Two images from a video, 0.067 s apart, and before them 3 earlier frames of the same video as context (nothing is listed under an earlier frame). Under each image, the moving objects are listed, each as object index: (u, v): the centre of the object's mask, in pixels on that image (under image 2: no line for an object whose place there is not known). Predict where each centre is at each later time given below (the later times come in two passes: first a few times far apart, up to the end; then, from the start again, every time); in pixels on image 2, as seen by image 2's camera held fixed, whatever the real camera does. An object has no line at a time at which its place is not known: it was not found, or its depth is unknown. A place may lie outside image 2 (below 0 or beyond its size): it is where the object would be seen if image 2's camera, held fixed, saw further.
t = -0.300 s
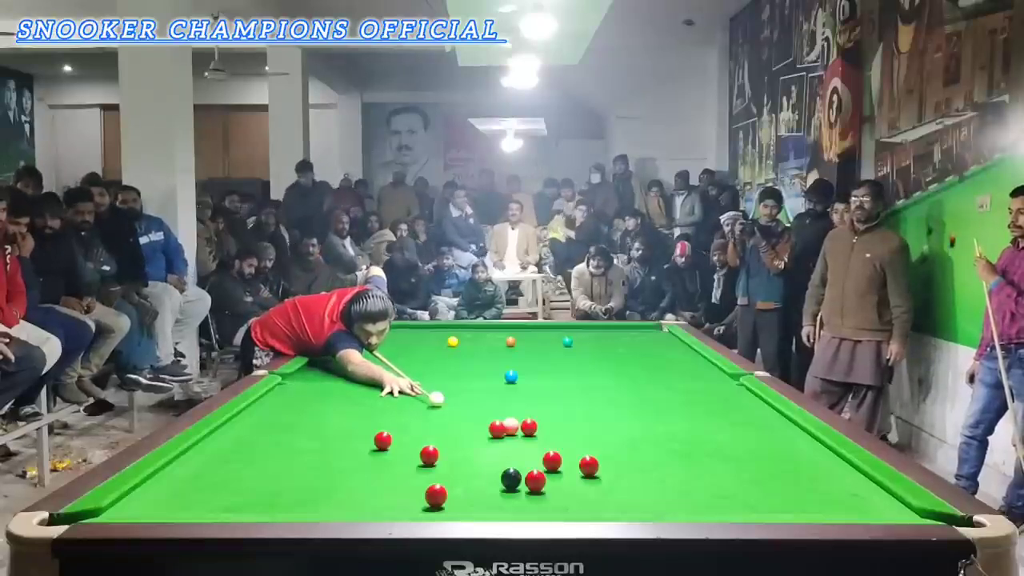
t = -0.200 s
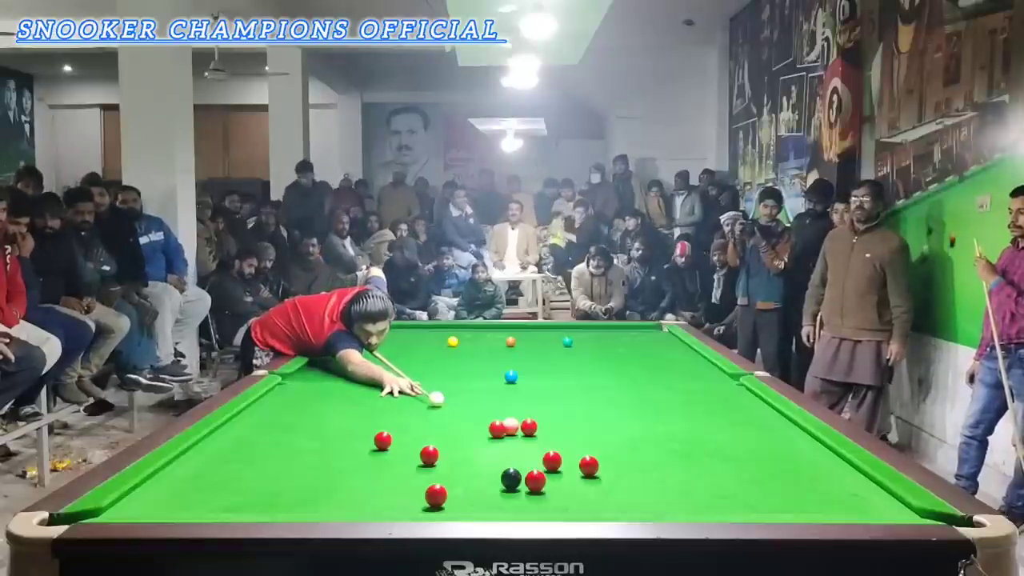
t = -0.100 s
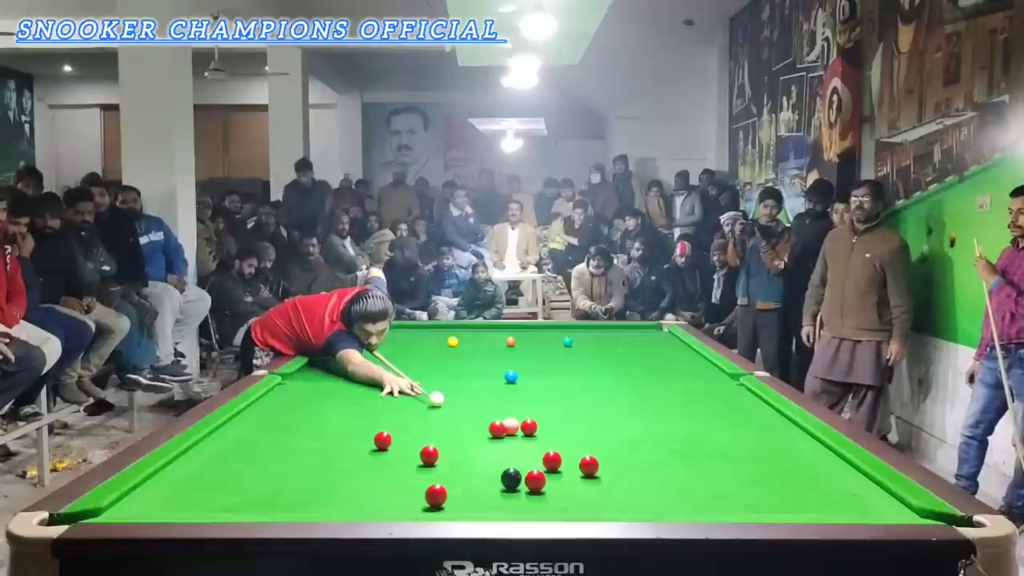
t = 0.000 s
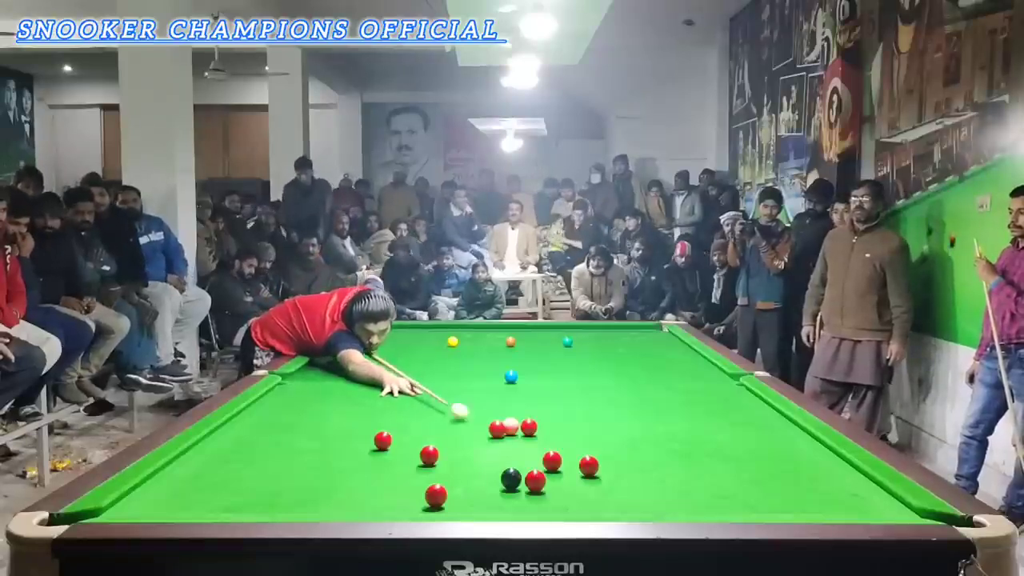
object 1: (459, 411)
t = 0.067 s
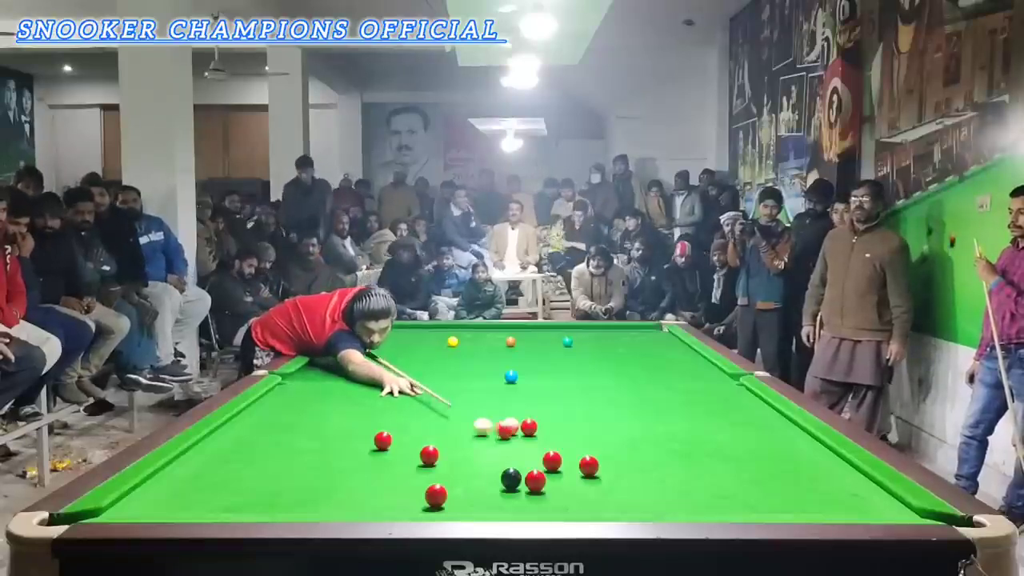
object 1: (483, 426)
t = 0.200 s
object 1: (447, 437)
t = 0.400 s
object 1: (397, 452)
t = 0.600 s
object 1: (339, 469)
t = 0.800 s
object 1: (274, 488)
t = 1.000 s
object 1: (202, 505)
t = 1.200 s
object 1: (152, 503)
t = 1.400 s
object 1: (149, 492)
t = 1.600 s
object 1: (195, 480)
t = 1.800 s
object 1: (235, 469)
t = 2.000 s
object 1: (271, 459)
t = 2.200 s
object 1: (303, 451)
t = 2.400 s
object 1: (330, 443)
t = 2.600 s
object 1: (355, 437)
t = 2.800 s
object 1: (376, 429)
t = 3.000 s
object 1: (397, 425)
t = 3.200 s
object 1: (415, 421)
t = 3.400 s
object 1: (431, 416)
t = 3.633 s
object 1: (446, 412)
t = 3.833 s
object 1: (459, 409)
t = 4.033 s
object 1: (471, 406)
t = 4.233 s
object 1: (481, 403)
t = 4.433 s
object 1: (490, 401)
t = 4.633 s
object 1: (498, 398)
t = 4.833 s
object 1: (506, 397)
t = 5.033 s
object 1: (512, 395)
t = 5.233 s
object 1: (518, 394)
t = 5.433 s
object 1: (523, 392)
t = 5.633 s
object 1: (527, 392)
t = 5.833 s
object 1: (530, 391)
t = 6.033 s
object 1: (532, 390)
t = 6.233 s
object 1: (534, 389)
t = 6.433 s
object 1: (535, 389)
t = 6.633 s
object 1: (536, 389)
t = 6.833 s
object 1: (536, 389)
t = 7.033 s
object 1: (536, 389)
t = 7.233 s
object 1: (536, 389)
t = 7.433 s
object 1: (536, 389)
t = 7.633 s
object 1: (536, 389)
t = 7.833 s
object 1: (536, 389)
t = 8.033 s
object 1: (536, 389)
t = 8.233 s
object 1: (536, 389)
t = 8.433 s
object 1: (536, 389)
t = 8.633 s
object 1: (536, 389)
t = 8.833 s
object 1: (536, 389)
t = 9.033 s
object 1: (536, 389)
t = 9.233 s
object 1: (536, 389)
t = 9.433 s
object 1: (536, 389)
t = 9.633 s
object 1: (536, 389)
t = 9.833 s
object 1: (536, 389)
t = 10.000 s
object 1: (536, 389)
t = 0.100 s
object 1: (472, 429)
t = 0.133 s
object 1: (463, 432)
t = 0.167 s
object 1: (455, 434)
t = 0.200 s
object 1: (447, 437)
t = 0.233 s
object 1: (439, 439)
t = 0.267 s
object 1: (431, 439)
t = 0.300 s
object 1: (422, 442)
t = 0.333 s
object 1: (413, 447)
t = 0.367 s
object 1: (405, 449)
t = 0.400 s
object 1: (397, 452)
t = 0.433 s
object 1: (387, 455)
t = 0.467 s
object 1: (378, 458)
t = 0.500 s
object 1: (368, 461)
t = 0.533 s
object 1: (359, 463)
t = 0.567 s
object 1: (349, 466)
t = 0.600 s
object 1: (339, 469)
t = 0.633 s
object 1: (329, 472)
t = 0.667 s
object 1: (318, 475)
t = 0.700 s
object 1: (308, 478)
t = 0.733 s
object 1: (297, 481)
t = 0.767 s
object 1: (285, 485)
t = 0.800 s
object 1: (274, 488)
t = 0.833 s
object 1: (263, 491)
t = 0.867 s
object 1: (251, 495)
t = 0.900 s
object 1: (239, 498)
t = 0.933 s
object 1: (226, 501)
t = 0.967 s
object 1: (214, 503)
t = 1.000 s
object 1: (202, 505)
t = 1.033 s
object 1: (190, 507)
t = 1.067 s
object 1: (176, 509)
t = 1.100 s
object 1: (171, 507)
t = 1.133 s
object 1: (165, 506)
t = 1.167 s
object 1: (159, 505)
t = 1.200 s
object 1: (152, 503)
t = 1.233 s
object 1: (146, 502)
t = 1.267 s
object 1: (140, 500)
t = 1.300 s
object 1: (135, 498)
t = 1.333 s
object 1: (131, 496)
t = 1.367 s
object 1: (140, 494)
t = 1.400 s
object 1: (149, 492)
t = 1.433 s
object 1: (157, 489)
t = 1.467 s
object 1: (165, 487)
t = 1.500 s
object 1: (173, 485)
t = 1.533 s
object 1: (180, 484)
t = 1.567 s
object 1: (187, 481)
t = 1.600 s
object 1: (195, 480)
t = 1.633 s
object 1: (202, 478)
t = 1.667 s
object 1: (209, 476)
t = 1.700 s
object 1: (216, 474)
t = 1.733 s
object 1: (222, 472)
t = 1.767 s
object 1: (229, 471)
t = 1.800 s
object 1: (235, 469)
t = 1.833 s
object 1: (242, 467)
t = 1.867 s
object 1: (248, 465)
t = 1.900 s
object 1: (254, 464)
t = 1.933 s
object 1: (260, 462)
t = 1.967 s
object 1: (265, 461)
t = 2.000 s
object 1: (271, 459)
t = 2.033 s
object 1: (277, 458)
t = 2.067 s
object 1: (282, 456)
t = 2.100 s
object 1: (287, 455)
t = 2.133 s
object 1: (292, 454)
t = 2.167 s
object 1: (297, 452)
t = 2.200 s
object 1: (303, 451)
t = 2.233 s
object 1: (307, 450)
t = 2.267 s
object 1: (312, 448)
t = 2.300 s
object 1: (317, 447)
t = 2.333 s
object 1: (321, 446)
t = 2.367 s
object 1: (326, 445)
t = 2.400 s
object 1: (330, 443)
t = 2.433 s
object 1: (335, 442)
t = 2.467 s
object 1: (339, 441)
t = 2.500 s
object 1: (343, 440)
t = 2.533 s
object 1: (347, 439)
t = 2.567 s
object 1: (351, 438)
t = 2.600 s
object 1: (355, 437)
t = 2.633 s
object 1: (359, 436)
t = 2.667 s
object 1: (363, 435)
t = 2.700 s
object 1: (366, 434)
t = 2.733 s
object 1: (369, 432)
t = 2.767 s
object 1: (372, 431)
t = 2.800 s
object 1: (376, 429)
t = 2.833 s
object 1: (380, 428)
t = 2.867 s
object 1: (385, 427)
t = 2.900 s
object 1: (388, 426)
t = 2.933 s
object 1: (391, 426)
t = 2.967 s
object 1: (395, 426)
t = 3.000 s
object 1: (397, 425)
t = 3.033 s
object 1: (401, 424)
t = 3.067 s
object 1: (404, 424)
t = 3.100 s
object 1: (406, 423)
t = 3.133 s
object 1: (409, 422)
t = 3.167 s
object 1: (412, 421)
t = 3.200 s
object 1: (415, 421)
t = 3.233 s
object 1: (418, 420)
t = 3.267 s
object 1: (420, 419)
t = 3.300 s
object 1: (423, 418)
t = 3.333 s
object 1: (425, 418)
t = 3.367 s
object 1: (428, 417)
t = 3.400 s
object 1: (431, 416)
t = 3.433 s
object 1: (433, 416)
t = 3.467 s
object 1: (435, 415)
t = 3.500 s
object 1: (438, 414)
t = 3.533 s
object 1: (440, 414)
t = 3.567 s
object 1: (442, 413)
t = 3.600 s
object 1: (444, 413)
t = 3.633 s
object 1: (446, 412)
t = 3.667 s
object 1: (449, 412)
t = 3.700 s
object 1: (451, 411)
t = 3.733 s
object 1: (453, 410)
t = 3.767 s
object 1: (455, 410)
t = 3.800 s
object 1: (457, 409)
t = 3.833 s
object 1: (459, 409)
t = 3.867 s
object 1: (461, 408)
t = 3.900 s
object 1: (463, 408)
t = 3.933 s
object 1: (465, 407)
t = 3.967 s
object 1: (467, 407)
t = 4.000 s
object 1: (469, 406)
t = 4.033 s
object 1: (471, 406)
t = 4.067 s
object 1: (472, 405)
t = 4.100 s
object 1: (474, 405)
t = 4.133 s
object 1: (476, 404)
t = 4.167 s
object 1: (478, 404)
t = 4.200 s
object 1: (479, 403)
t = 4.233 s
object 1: (481, 403)
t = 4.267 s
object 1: (482, 403)
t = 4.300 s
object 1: (484, 402)
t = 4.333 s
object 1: (486, 402)
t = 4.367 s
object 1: (487, 401)
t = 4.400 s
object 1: (489, 401)
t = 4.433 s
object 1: (490, 401)
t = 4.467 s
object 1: (491, 400)
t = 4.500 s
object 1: (493, 400)
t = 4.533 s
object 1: (494, 399)
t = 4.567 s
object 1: (496, 399)
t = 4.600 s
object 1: (497, 399)
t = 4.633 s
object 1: (498, 398)
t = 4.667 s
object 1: (500, 398)
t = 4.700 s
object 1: (501, 398)
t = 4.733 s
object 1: (502, 398)
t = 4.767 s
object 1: (503, 397)
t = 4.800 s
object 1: (505, 397)
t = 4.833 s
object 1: (506, 397)
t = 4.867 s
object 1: (507, 397)
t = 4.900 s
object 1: (508, 396)
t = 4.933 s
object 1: (509, 396)
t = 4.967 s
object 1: (511, 396)
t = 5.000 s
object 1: (511, 396)
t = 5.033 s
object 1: (512, 395)
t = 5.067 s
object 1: (513, 395)
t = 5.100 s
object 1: (514, 395)
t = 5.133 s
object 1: (515, 395)
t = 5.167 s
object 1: (516, 394)
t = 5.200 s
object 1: (517, 394)
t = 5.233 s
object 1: (518, 394)
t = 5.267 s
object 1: (519, 393)
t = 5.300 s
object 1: (520, 393)
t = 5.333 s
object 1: (520, 393)
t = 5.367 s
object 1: (521, 393)
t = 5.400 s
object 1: (522, 393)
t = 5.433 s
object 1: (523, 392)
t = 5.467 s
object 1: (523, 392)
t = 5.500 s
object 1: (525, 392)
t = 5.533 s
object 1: (525, 392)
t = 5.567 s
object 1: (526, 392)
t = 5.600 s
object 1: (526, 392)
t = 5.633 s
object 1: (527, 392)
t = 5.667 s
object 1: (528, 391)
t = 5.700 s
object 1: (528, 391)
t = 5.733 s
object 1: (528, 391)
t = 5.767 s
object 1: (529, 391)
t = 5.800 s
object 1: (529, 391)
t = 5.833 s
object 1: (530, 391)
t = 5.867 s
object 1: (531, 391)
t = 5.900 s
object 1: (531, 390)
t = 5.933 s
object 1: (531, 390)
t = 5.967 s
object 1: (532, 390)
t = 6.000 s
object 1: (532, 390)
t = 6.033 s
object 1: (532, 390)
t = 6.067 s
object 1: (533, 390)
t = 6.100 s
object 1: (533, 390)
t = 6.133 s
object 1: (533, 390)
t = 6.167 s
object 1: (534, 390)
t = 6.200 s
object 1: (534, 390)
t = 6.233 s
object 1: (534, 389)
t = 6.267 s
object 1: (534, 389)
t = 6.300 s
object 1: (535, 389)
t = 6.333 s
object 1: (535, 389)
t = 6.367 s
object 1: (535, 389)
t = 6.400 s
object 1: (535, 389)
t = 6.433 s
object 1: (535, 389)
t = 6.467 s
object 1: (535, 389)
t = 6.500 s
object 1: (536, 389)
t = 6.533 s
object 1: (536, 389)
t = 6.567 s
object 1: (536, 389)
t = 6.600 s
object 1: (536, 389)
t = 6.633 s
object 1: (536, 389)
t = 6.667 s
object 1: (536, 389)
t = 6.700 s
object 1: (536, 389)
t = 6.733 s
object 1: (536, 389)
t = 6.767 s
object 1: (536, 389)
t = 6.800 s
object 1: (536, 389)
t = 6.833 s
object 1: (536, 389)
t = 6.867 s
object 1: (536, 389)
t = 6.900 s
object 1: (536, 389)
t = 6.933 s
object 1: (536, 389)
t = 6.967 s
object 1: (536, 389)
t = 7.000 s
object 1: (536, 389)
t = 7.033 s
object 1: (536, 389)
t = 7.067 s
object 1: (536, 389)
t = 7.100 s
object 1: (536, 389)
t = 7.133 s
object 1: (536, 389)
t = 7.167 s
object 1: (536, 389)
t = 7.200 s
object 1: (536, 389)
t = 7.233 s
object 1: (536, 389)
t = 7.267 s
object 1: (536, 389)
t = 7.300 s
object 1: (536, 389)
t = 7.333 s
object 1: (536, 389)
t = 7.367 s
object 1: (536, 389)
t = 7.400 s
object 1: (536, 389)
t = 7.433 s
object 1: (536, 389)
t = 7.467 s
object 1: (536, 389)
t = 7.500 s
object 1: (536, 389)
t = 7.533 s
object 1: (536, 389)
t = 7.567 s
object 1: (536, 389)
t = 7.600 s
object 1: (536, 389)
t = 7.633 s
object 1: (536, 389)
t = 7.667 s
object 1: (536, 389)
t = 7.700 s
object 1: (536, 389)
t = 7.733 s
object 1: (536, 389)
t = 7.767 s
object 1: (536, 389)
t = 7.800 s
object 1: (536, 389)
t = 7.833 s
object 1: (536, 389)
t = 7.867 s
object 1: (536, 389)
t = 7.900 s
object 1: (536, 389)
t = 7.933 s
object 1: (536, 389)
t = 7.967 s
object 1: (536, 389)
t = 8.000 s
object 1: (536, 389)
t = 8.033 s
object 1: (536, 389)
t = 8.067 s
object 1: (536, 389)
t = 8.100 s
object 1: (536, 389)
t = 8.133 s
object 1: (536, 389)
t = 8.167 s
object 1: (536, 389)
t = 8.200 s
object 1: (536, 389)
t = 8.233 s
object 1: (536, 389)
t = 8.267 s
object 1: (536, 389)
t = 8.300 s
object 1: (536, 389)
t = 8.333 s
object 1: (536, 389)
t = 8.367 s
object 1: (536, 389)
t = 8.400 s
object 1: (536, 389)
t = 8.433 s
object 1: (536, 389)
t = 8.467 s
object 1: (536, 389)
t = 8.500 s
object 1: (536, 389)
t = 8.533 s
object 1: (536, 389)
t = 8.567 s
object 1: (536, 389)
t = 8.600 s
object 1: (536, 389)
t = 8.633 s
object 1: (536, 389)
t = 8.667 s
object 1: (536, 389)
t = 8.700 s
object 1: (536, 389)
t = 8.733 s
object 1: (536, 389)
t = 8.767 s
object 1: (536, 389)
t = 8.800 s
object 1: (536, 389)
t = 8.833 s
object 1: (536, 389)
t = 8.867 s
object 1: (536, 389)
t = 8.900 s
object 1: (536, 389)
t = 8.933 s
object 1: (536, 389)
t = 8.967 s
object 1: (536, 389)
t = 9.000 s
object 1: (536, 389)
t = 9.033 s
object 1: (536, 389)
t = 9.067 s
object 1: (536, 389)
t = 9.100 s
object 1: (536, 389)
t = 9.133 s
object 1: (536, 389)
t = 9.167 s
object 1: (536, 389)
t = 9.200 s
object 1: (536, 389)
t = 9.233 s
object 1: (536, 389)
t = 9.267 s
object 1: (536, 389)
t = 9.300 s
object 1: (536, 389)
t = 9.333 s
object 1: (536, 389)
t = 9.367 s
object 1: (536, 389)
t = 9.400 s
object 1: (536, 389)
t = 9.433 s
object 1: (536, 389)
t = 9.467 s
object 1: (536, 389)
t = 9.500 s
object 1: (536, 389)
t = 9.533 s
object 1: (536, 389)
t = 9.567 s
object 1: (536, 389)
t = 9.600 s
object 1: (536, 389)
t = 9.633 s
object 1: (536, 389)
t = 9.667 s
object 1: (536, 389)
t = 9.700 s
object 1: (536, 389)
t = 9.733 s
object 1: (536, 389)
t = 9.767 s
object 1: (536, 389)
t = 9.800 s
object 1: (536, 389)
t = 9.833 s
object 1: (536, 389)
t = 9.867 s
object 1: (536, 389)
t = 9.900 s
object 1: (536, 389)
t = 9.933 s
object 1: (536, 389)
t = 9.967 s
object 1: (536, 389)
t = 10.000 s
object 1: (536, 389)
